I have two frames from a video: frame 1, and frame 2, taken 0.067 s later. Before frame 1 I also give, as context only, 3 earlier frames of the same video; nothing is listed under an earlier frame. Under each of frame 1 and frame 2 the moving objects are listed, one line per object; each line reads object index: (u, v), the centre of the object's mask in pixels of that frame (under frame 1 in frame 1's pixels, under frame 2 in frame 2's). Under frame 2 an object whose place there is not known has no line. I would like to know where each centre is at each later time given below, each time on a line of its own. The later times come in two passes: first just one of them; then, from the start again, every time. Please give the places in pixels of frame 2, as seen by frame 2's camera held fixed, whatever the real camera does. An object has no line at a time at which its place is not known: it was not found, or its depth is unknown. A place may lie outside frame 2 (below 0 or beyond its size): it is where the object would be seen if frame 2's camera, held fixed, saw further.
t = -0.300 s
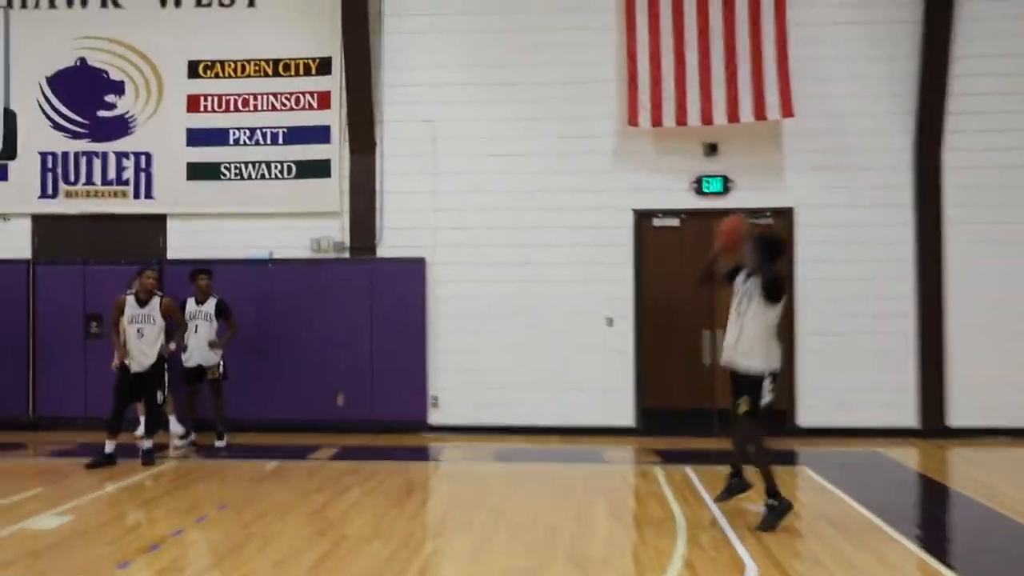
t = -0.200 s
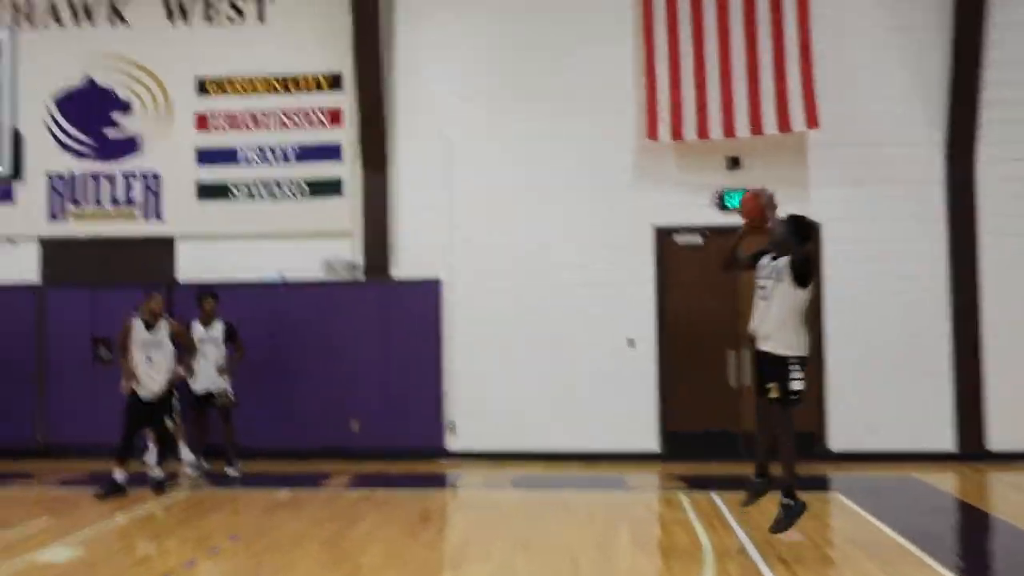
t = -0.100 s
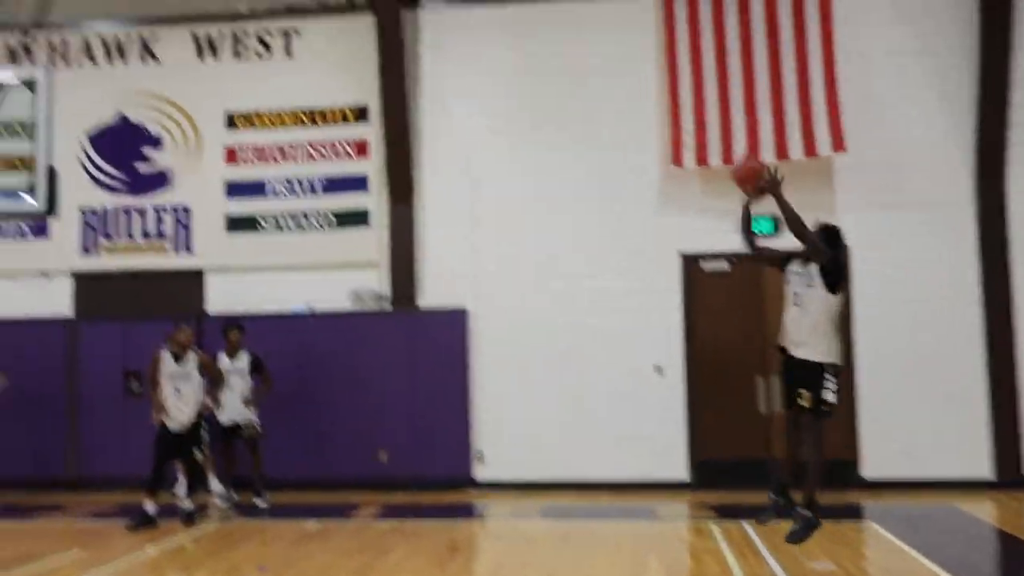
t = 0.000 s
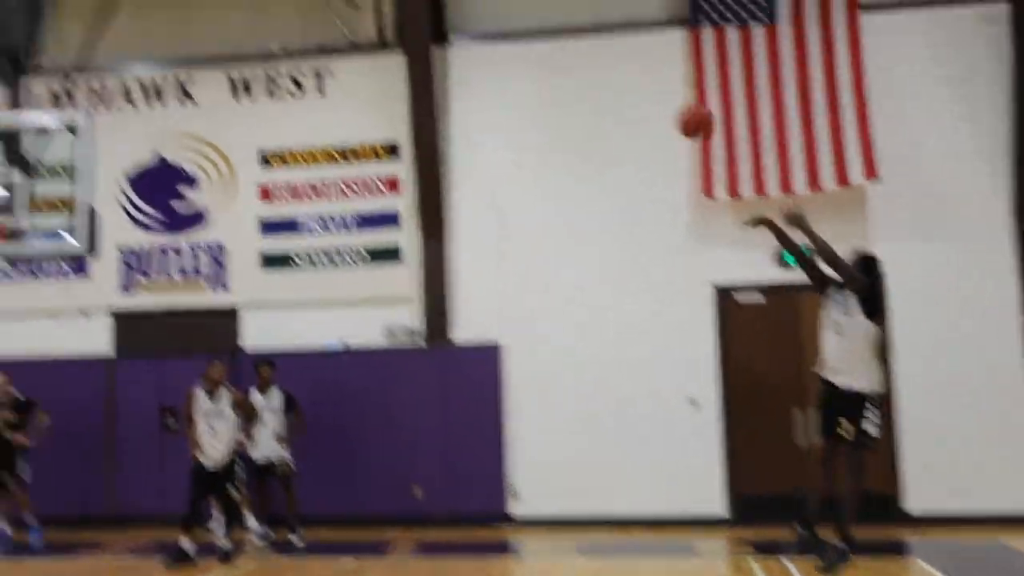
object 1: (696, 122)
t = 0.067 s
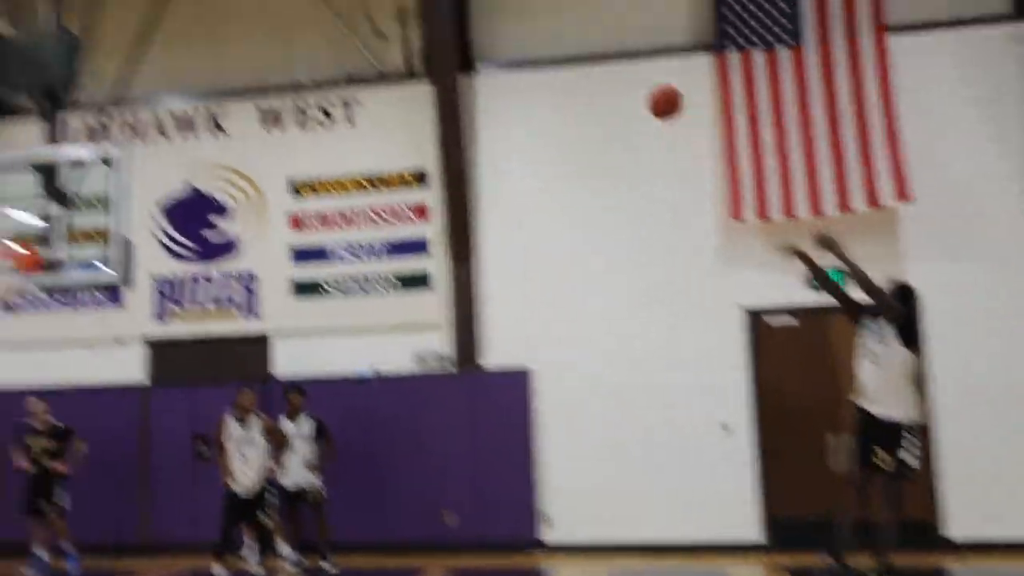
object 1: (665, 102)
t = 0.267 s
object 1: (513, 19)
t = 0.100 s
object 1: (638, 83)
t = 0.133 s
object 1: (612, 66)
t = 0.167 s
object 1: (586, 52)
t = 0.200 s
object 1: (560, 39)
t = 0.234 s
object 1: (536, 28)
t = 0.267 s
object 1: (513, 19)
